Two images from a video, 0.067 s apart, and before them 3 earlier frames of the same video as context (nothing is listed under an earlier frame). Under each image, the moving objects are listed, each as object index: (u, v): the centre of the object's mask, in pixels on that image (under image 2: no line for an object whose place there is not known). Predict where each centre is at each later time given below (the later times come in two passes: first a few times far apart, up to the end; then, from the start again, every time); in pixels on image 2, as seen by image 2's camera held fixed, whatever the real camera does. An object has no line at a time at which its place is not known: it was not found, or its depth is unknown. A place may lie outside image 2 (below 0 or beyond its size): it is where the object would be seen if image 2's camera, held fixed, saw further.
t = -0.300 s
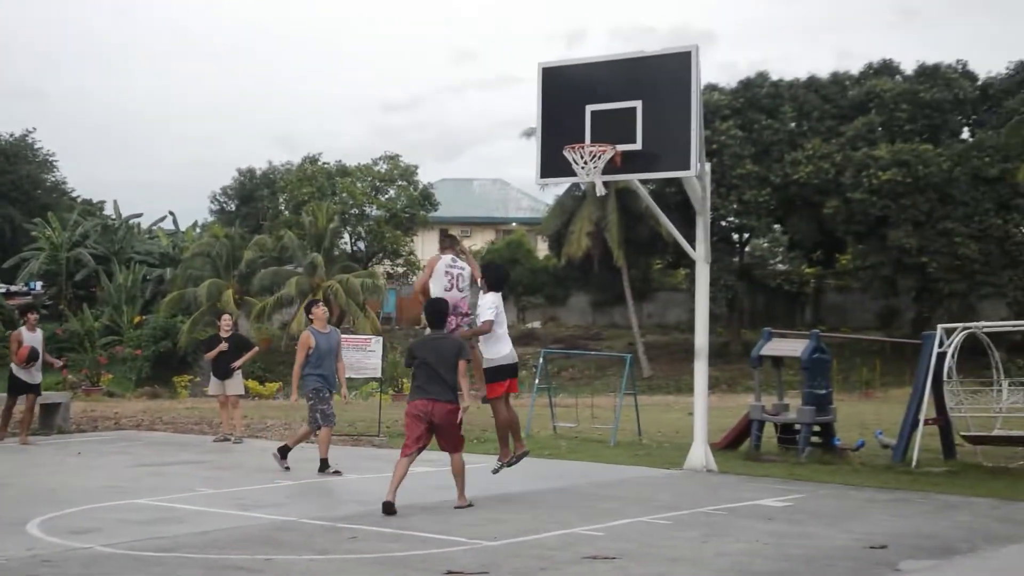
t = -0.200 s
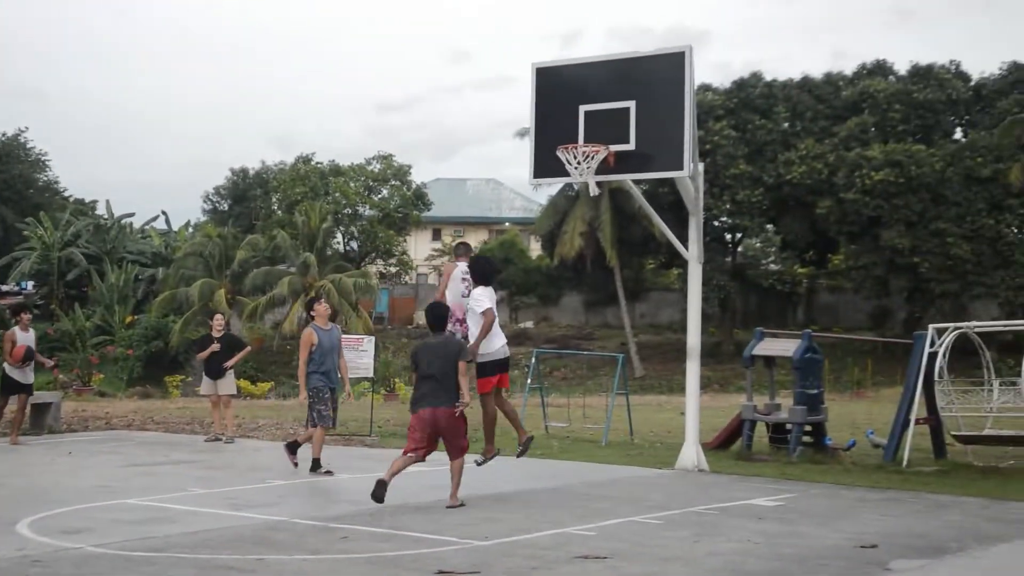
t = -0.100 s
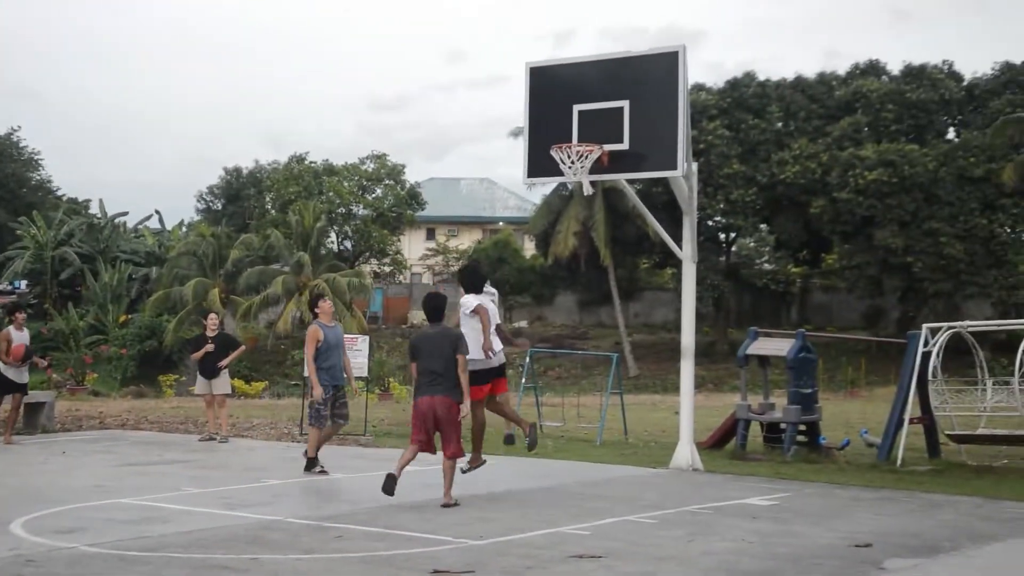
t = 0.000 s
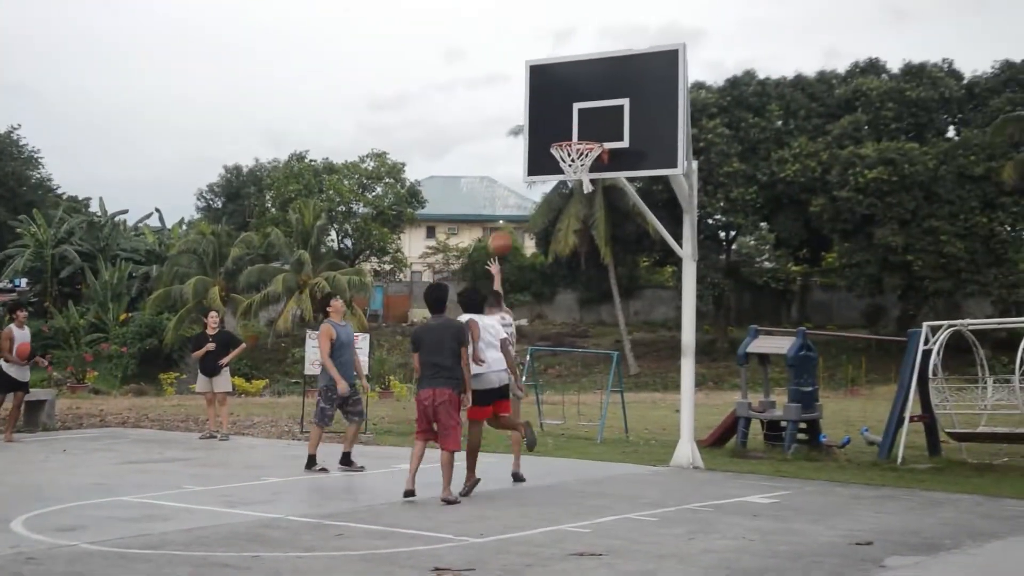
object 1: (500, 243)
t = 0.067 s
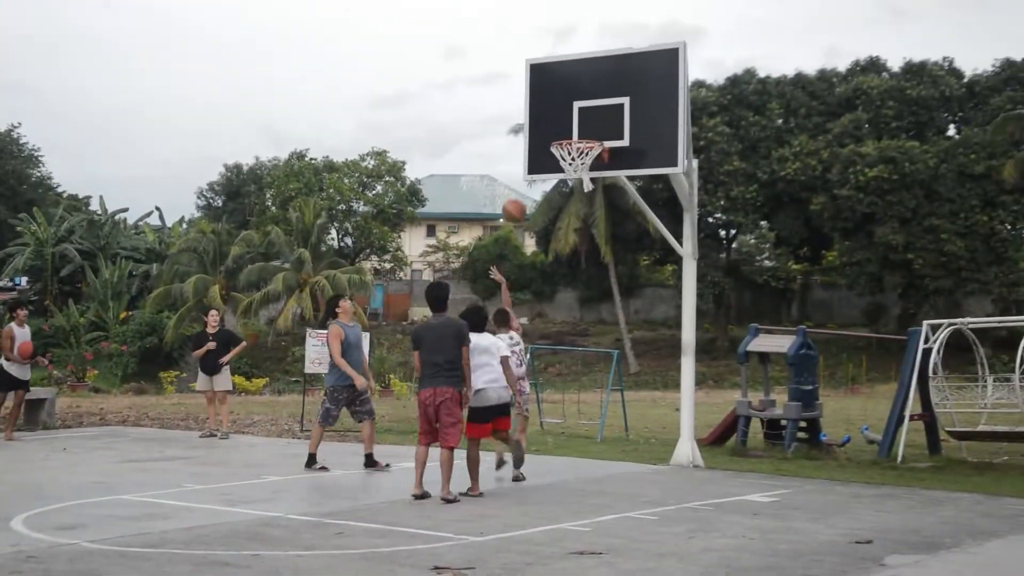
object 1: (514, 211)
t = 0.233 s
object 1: (543, 153)
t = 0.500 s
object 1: (545, 110)
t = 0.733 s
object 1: (537, 131)
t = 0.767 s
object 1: (536, 139)
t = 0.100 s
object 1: (520, 196)
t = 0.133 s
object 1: (527, 183)
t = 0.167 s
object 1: (533, 172)
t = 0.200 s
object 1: (539, 162)
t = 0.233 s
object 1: (543, 153)
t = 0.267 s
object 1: (547, 142)
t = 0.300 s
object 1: (549, 135)
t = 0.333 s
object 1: (550, 129)
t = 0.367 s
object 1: (549, 124)
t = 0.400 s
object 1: (549, 119)
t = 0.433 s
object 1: (547, 114)
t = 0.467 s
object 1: (546, 112)
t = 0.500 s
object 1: (545, 110)
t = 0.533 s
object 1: (544, 110)
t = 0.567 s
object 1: (543, 111)
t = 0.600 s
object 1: (542, 112)
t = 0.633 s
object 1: (541, 115)
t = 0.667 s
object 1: (540, 119)
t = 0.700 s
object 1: (539, 124)
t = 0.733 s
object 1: (537, 131)
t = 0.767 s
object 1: (536, 139)
